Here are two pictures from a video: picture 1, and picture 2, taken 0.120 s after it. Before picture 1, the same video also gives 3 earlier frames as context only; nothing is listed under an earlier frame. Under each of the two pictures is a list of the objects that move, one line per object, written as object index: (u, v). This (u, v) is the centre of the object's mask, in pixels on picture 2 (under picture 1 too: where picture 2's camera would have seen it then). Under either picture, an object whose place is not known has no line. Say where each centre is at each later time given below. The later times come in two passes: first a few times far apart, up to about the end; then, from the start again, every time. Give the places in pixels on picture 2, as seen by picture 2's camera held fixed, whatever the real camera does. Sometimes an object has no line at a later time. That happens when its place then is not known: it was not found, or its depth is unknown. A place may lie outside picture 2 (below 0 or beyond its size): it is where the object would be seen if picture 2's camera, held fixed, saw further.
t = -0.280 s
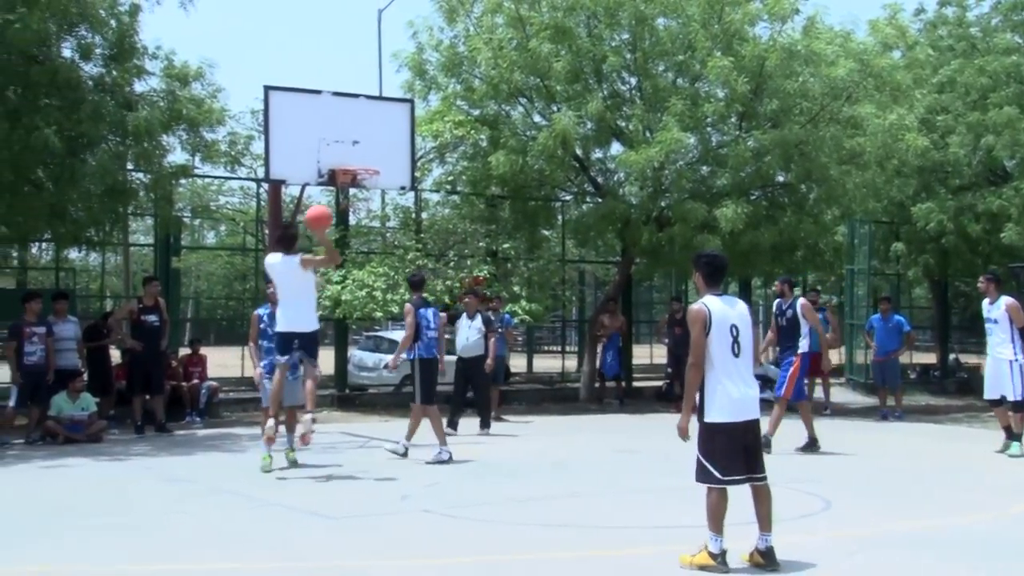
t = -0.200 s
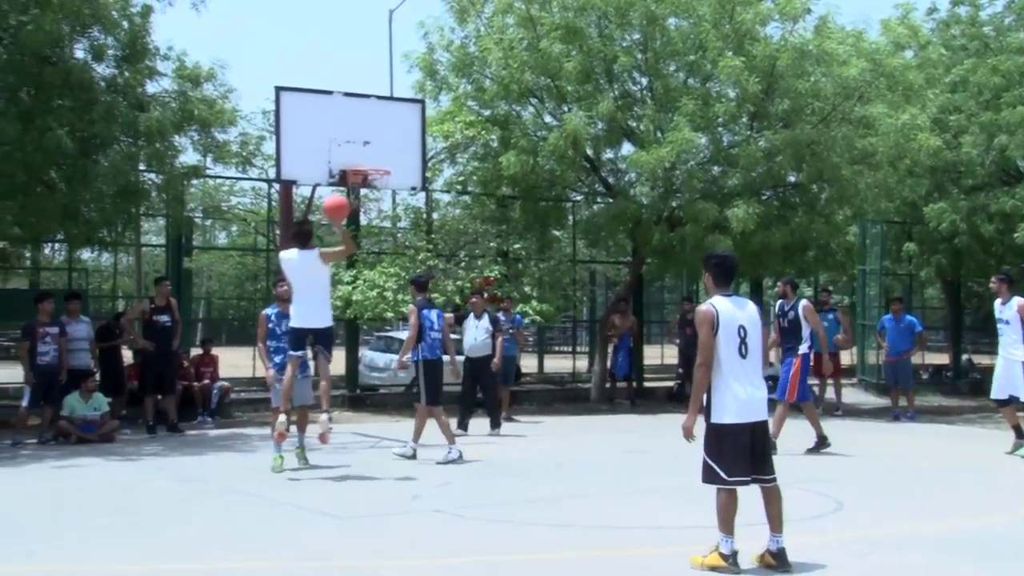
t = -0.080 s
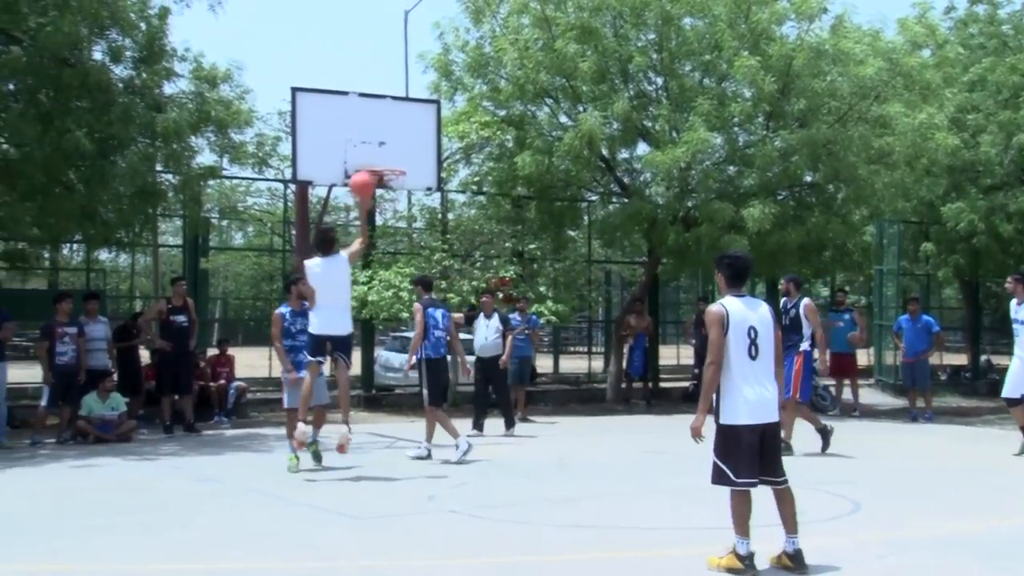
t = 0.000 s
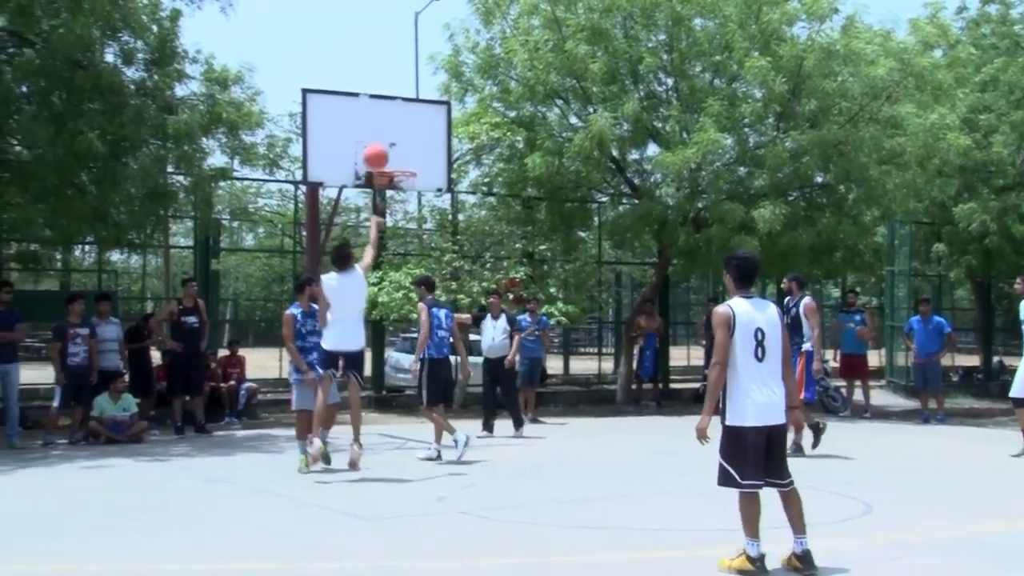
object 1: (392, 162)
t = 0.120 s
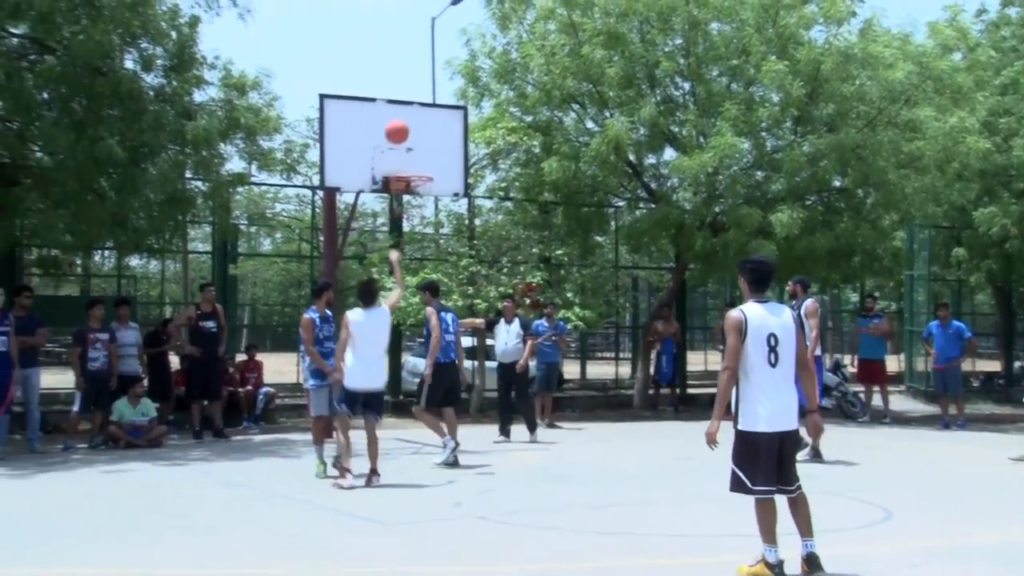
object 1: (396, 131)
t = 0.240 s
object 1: (400, 118)
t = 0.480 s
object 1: (407, 131)
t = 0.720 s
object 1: (412, 188)
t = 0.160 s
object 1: (398, 125)
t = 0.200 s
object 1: (399, 121)
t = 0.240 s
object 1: (400, 118)
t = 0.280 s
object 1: (402, 116)
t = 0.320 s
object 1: (403, 116)
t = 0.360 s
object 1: (404, 117)
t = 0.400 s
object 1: (405, 120)
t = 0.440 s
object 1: (406, 125)
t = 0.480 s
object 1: (407, 131)
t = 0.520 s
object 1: (408, 138)
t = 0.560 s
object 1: (409, 146)
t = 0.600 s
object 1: (409, 156)
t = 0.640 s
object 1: (410, 166)
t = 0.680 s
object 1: (412, 174)
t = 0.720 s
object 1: (412, 188)
